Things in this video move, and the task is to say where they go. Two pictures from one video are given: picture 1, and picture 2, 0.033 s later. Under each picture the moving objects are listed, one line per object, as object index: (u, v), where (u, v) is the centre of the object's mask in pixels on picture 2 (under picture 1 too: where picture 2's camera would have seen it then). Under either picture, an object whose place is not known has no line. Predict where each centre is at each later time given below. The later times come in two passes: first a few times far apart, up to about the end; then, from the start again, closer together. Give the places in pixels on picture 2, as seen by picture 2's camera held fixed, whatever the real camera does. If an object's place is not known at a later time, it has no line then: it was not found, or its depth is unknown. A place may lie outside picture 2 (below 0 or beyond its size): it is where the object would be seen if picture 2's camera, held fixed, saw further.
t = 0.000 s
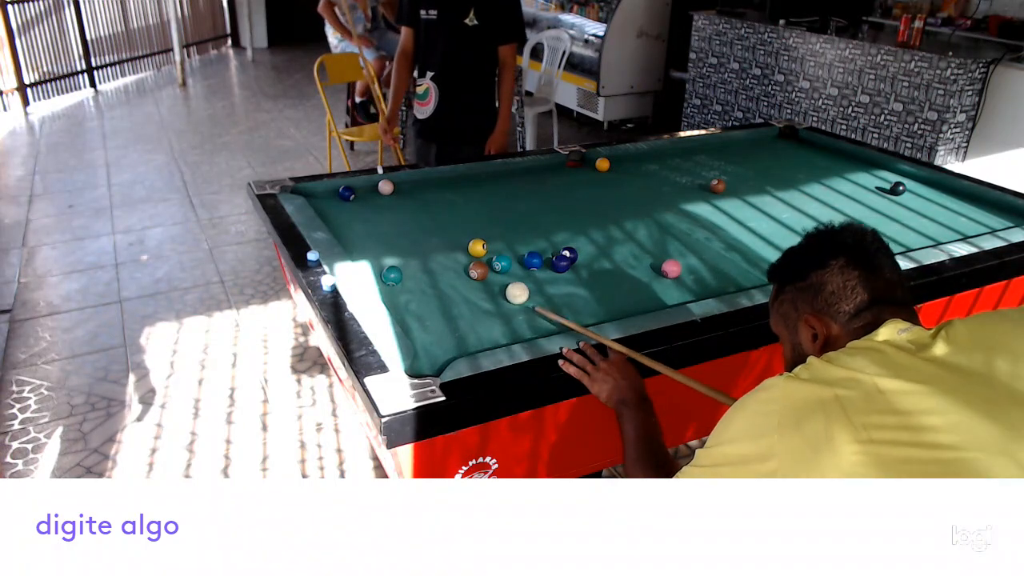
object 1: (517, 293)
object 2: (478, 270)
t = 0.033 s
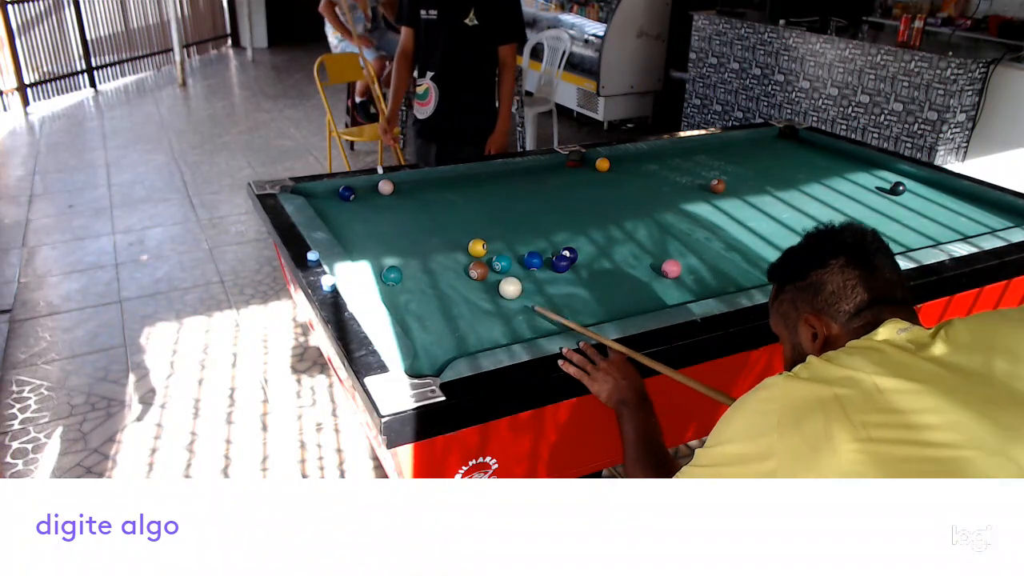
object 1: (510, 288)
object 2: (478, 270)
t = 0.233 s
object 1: (490, 270)
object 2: (455, 259)
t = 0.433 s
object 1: (480, 264)
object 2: (427, 245)
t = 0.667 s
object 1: (468, 259)
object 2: (398, 230)
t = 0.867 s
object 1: (461, 254)
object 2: (376, 219)
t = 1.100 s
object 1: (454, 249)
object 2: (354, 208)
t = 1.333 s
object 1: (448, 245)
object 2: (335, 197)
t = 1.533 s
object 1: (445, 243)
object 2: (324, 197)
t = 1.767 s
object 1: (442, 240)
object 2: (320, 203)
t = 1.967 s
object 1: (441, 238)
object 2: (319, 207)
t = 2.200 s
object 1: (442, 237)
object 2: (325, 211)
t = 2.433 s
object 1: (442, 237)
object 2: (332, 213)
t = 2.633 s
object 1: (442, 237)
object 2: (336, 215)
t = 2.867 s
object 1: (442, 237)
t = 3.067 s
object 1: (442, 237)
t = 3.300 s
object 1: (442, 237)
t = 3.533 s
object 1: (442, 237)
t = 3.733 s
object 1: (442, 237)
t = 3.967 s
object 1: (442, 237)
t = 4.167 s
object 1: (442, 237)
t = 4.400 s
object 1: (442, 237)
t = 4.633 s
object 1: (442, 237)
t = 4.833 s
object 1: (442, 237)
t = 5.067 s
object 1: (442, 237)
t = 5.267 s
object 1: (442, 237)
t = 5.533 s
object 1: (442, 237)
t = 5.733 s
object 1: (442, 237)
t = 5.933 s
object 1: (442, 237)
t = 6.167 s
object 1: (442, 237)
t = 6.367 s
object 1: (442, 237)
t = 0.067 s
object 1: (503, 283)
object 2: (478, 270)
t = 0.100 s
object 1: (497, 279)
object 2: (477, 270)
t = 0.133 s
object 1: (493, 275)
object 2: (474, 269)
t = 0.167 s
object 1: (493, 274)
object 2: (467, 265)
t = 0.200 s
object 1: (492, 272)
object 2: (460, 262)
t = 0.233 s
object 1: (490, 270)
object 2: (455, 259)
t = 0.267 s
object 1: (488, 269)
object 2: (450, 257)
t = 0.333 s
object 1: (485, 267)
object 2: (441, 252)
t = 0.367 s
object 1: (483, 266)
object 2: (436, 250)
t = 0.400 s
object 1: (481, 265)
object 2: (431, 247)
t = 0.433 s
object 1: (480, 264)
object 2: (427, 245)
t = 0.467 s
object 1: (478, 264)
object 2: (423, 243)
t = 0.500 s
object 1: (476, 263)
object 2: (418, 241)
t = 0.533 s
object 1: (474, 262)
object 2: (414, 239)
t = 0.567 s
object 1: (473, 261)
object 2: (409, 236)
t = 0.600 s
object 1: (471, 260)
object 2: (406, 235)
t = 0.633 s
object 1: (470, 259)
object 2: (402, 232)
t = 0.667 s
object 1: (468, 259)
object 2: (398, 230)
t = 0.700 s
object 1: (467, 258)
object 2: (394, 228)
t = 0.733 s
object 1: (466, 257)
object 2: (390, 227)
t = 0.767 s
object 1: (464, 256)
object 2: (387, 225)
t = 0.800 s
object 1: (463, 255)
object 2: (383, 223)
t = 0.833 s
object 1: (462, 254)
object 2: (380, 221)
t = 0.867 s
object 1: (461, 254)
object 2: (376, 219)
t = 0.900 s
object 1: (460, 253)
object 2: (373, 218)
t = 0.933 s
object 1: (459, 252)
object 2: (370, 216)
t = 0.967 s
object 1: (458, 252)
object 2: (366, 214)
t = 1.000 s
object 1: (456, 251)
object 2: (363, 213)
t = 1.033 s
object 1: (455, 250)
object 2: (360, 211)
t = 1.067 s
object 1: (454, 249)
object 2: (357, 209)
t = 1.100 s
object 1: (454, 249)
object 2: (354, 208)
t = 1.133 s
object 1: (453, 248)
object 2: (352, 206)
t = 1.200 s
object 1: (451, 247)
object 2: (346, 204)
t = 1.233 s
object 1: (450, 247)
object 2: (343, 202)
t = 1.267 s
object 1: (449, 246)
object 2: (340, 200)
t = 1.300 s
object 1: (449, 246)
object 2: (337, 199)
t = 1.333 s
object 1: (448, 245)
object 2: (335, 197)
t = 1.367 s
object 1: (448, 245)
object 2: (332, 196)
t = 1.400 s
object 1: (447, 244)
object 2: (329, 195)
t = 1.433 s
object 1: (446, 244)
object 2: (327, 194)
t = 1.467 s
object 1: (446, 243)
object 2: (326, 195)
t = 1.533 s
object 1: (445, 243)
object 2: (324, 197)
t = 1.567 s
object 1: (444, 242)
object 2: (324, 197)
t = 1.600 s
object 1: (444, 242)
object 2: (323, 198)
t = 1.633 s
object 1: (443, 241)
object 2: (323, 199)
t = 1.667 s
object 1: (443, 241)
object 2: (322, 200)
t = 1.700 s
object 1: (443, 241)
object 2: (321, 201)
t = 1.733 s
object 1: (442, 240)
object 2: (321, 202)
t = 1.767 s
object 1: (442, 240)
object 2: (320, 203)
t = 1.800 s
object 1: (442, 240)
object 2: (320, 204)
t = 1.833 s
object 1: (442, 239)
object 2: (319, 205)
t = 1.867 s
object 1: (442, 239)
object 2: (319, 206)
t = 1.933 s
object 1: (442, 239)
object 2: (319, 207)
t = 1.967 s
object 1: (441, 238)
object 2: (319, 207)
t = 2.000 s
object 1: (441, 238)
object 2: (320, 208)
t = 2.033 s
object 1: (441, 238)
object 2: (321, 208)
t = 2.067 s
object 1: (442, 238)
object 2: (321, 209)
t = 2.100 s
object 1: (442, 238)
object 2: (322, 210)
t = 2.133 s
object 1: (442, 237)
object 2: (324, 210)
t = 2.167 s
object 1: (442, 237)
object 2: (325, 211)
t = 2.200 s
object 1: (442, 237)
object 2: (325, 211)
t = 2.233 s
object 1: (442, 237)
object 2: (326, 211)
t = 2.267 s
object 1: (442, 237)
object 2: (327, 211)
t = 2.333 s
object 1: (442, 237)
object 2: (329, 213)
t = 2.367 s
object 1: (442, 237)
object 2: (330, 213)
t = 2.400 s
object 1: (442, 237)
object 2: (331, 213)
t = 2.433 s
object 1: (442, 237)
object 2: (332, 213)
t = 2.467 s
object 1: (442, 237)
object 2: (333, 214)
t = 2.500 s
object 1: (442, 237)
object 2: (333, 214)
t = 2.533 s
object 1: (442, 237)
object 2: (334, 214)
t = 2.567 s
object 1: (442, 237)
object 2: (335, 215)
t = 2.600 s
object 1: (442, 237)
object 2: (335, 215)
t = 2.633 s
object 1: (442, 237)
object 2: (336, 215)
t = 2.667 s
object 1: (442, 237)
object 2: (337, 215)
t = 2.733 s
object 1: (442, 237)
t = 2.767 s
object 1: (442, 237)
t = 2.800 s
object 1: (442, 237)
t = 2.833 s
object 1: (442, 237)
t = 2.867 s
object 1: (442, 237)
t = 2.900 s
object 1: (442, 237)
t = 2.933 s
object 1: (442, 237)
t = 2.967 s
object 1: (442, 237)
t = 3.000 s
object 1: (442, 237)
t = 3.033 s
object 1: (442, 237)
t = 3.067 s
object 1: (442, 237)
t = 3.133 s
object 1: (442, 237)
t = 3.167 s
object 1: (442, 237)
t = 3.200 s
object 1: (442, 237)
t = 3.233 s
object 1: (442, 237)
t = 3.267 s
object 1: (442, 237)
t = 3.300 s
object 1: (442, 237)
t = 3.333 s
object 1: (442, 237)
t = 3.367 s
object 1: (442, 237)
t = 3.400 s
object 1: (442, 237)
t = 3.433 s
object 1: (442, 237)
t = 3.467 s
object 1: (442, 237)
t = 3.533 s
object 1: (442, 237)
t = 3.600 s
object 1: (442, 237)
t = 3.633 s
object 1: (442, 237)
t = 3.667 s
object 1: (442, 237)
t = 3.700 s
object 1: (442, 237)
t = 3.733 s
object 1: (442, 237)
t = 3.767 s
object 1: (442, 237)
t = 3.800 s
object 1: (442, 237)
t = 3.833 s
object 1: (442, 237)
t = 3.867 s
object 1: (442, 237)
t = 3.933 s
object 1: (442, 237)
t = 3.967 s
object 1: (442, 237)
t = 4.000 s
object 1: (442, 237)
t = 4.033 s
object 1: (442, 237)
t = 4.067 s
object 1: (442, 237)
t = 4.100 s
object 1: (442, 237)
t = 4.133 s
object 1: (442, 237)
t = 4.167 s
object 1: (442, 237)
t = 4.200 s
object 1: (442, 237)
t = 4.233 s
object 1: (442, 237)
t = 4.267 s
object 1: (442, 237)
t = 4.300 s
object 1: (442, 237)
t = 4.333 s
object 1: (442, 237)
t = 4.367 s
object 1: (442, 237)
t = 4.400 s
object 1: (442, 237)
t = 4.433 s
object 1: (442, 237)
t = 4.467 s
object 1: (442, 237)
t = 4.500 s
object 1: (442, 237)
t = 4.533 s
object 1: (442, 237)
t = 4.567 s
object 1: (442, 237)
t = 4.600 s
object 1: (442, 237)
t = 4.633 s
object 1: (442, 237)
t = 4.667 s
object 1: (442, 237)
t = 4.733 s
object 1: (442, 237)
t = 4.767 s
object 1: (442, 237)
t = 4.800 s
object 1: (442, 237)
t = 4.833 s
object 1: (442, 237)
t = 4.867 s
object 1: (442, 237)
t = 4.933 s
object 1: (442, 237)
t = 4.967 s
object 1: (442, 237)
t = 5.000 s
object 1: (442, 237)
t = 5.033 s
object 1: (442, 237)
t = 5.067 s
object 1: (442, 237)
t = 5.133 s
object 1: (442, 237)
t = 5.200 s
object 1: (442, 237)
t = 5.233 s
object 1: (442, 237)
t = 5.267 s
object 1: (442, 237)
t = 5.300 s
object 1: (442, 237)
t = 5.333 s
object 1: (442, 237)
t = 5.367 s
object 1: (442, 237)
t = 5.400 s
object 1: (442, 237)
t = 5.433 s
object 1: (442, 237)
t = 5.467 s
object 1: (442, 237)
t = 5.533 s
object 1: (442, 237)
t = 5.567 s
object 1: (442, 237)
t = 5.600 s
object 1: (442, 237)
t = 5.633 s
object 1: (442, 237)
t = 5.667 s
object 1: (442, 237)
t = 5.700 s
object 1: (442, 237)
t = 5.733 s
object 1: (442, 237)
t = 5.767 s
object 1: (442, 237)
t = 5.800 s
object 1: (442, 237)
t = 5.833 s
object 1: (442, 237)
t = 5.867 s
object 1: (442, 237)
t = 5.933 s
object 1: (442, 237)
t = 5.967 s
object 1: (442, 237)
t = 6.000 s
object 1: (442, 237)
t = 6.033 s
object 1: (442, 237)
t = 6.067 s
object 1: (442, 237)
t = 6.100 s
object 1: (442, 237)
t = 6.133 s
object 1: (442, 237)
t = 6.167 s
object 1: (442, 237)
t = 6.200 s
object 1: (442, 237)
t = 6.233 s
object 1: (442, 237)
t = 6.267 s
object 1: (442, 237)
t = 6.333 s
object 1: (442, 237)
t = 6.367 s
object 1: (442, 237)
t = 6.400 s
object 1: (442, 237)
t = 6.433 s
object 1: (442, 237)
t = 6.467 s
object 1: (442, 237)
